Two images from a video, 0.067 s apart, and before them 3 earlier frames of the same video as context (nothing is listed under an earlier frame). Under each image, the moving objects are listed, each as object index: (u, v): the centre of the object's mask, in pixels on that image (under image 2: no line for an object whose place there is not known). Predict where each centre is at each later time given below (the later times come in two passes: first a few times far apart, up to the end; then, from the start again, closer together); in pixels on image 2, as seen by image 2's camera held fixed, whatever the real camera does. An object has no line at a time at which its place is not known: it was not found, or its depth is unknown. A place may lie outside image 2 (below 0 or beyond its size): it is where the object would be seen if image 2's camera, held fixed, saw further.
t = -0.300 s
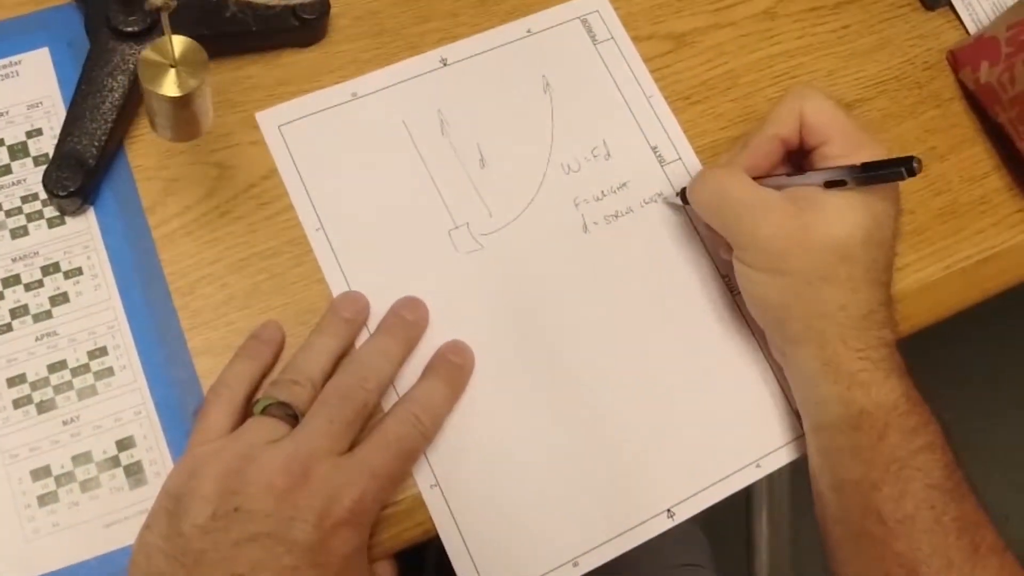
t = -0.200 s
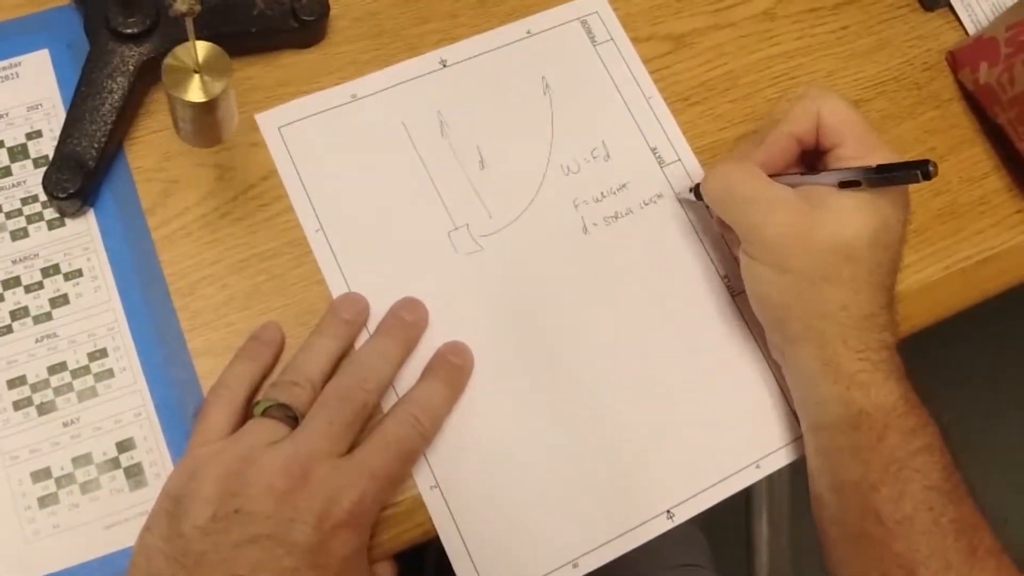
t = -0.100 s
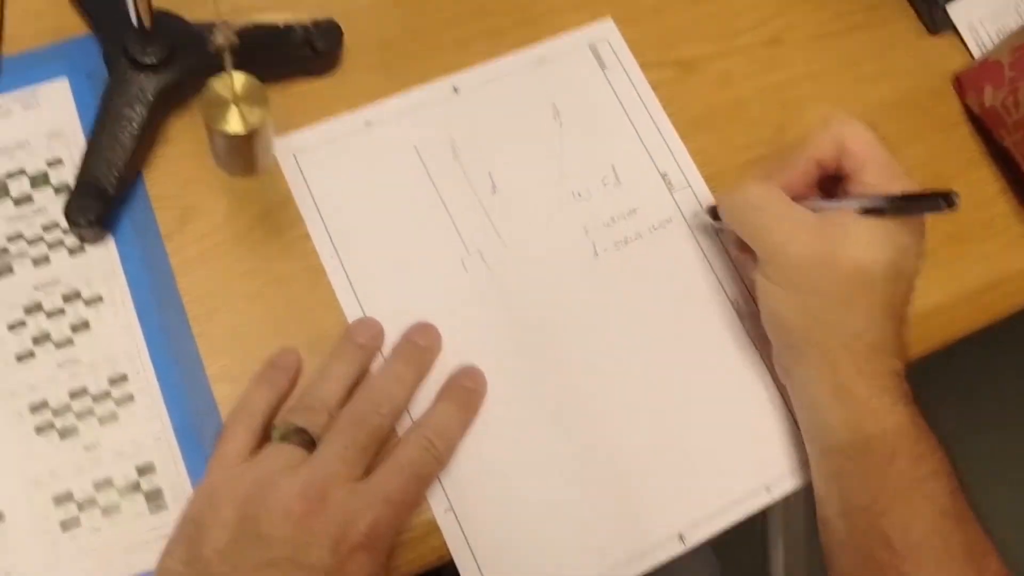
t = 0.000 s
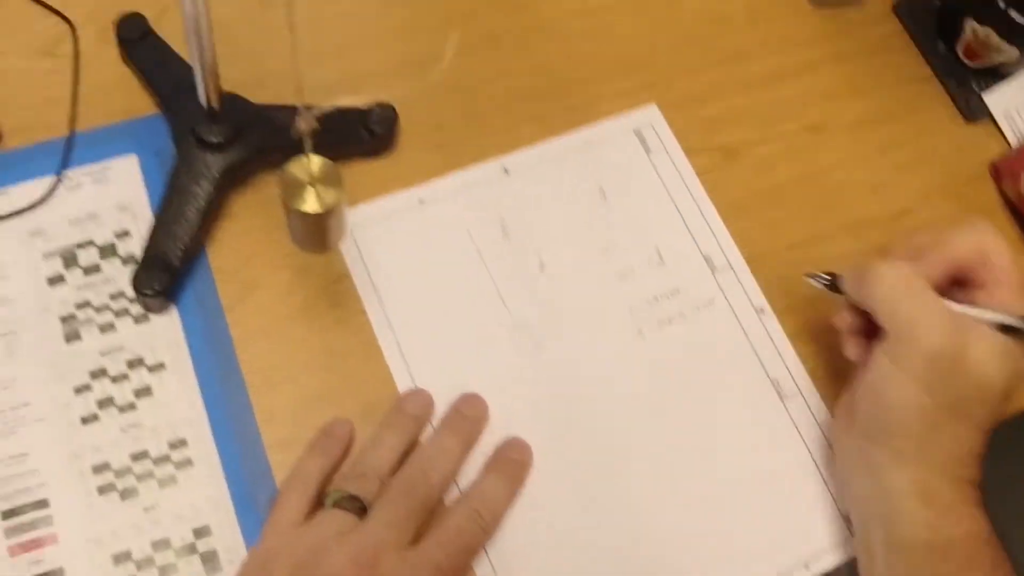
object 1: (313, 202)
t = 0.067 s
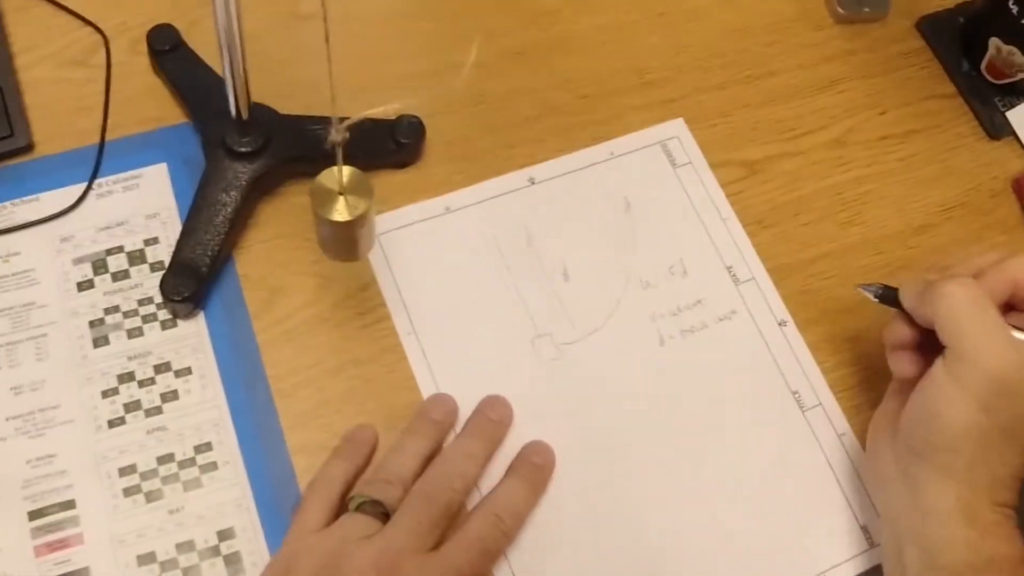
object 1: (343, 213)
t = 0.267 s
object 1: (325, 207)
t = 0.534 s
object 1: (269, 195)
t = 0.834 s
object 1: (246, 193)
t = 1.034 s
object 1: (277, 202)
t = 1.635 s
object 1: (328, 206)
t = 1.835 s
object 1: (288, 199)
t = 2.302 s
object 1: (254, 196)
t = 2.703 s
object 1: (335, 211)
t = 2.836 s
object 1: (345, 212)
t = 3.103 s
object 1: (317, 204)
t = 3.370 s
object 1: (262, 193)
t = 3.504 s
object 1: (247, 193)
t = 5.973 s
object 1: (302, 202)
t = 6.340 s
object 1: (248, 190)
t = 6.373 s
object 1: (249, 188)
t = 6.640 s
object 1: (286, 200)
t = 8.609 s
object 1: (328, 207)
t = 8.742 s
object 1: (302, 202)
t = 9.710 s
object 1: (340, 211)
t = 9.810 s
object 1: (344, 211)
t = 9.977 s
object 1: (334, 208)
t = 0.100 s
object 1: (343, 214)
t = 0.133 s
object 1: (342, 213)
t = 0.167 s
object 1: (339, 212)
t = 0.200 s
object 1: (335, 211)
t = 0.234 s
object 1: (331, 210)
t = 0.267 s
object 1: (325, 207)
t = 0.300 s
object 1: (320, 206)
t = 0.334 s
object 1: (313, 205)
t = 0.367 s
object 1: (306, 203)
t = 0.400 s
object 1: (299, 201)
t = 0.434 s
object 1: (291, 199)
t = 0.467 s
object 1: (284, 198)
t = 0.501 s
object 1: (276, 196)
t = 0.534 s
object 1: (269, 195)
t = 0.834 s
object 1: (246, 193)
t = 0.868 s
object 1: (249, 195)
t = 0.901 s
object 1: (253, 196)
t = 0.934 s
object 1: (258, 198)
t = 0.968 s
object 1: (264, 199)
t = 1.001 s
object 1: (270, 200)
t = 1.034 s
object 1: (277, 202)
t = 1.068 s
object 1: (284, 202)
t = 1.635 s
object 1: (328, 206)
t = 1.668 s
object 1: (323, 205)
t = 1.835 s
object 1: (288, 199)
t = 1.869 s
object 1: (281, 198)
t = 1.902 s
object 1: (273, 196)
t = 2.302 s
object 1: (254, 196)
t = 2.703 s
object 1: (335, 211)
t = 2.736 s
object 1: (339, 211)
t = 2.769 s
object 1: (341, 211)
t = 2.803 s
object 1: (344, 211)
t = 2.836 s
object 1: (345, 212)
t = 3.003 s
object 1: (335, 208)
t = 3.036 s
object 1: (330, 207)
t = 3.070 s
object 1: (325, 205)
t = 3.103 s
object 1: (317, 204)
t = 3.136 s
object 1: (311, 203)
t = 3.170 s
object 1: (303, 201)
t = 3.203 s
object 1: (295, 200)
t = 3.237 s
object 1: (288, 198)
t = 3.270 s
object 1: (281, 197)
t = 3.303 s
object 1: (274, 195)
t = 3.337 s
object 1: (267, 194)
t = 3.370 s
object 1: (262, 193)
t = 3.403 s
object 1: (256, 193)
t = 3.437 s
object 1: (253, 192)
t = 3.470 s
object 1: (250, 193)
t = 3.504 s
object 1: (247, 193)
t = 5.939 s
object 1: (308, 202)
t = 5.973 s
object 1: (302, 202)
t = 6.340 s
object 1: (248, 190)
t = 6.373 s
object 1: (249, 188)
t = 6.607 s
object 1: (278, 198)
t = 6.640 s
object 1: (286, 200)
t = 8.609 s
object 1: (328, 207)
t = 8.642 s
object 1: (321, 206)
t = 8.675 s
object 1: (315, 205)
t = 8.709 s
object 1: (309, 203)
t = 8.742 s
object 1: (302, 202)
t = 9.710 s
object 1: (340, 211)
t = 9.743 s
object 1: (342, 211)
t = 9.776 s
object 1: (343, 211)
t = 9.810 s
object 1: (344, 211)
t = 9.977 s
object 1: (334, 208)
